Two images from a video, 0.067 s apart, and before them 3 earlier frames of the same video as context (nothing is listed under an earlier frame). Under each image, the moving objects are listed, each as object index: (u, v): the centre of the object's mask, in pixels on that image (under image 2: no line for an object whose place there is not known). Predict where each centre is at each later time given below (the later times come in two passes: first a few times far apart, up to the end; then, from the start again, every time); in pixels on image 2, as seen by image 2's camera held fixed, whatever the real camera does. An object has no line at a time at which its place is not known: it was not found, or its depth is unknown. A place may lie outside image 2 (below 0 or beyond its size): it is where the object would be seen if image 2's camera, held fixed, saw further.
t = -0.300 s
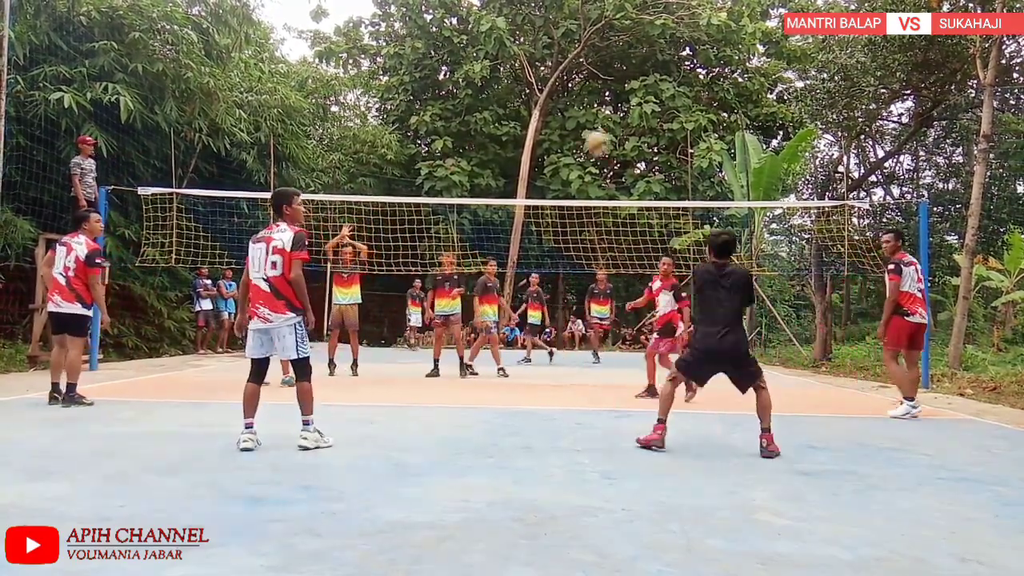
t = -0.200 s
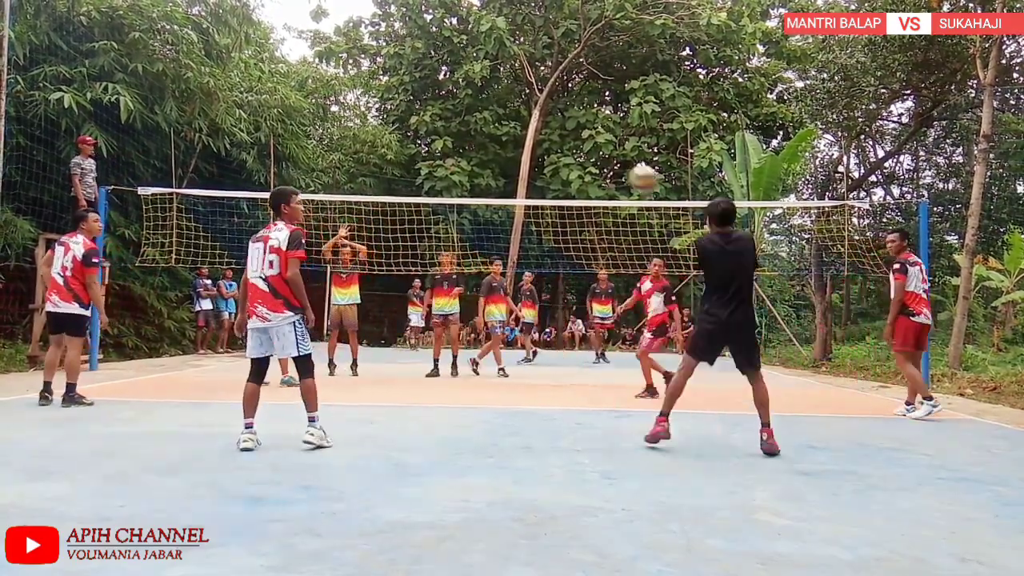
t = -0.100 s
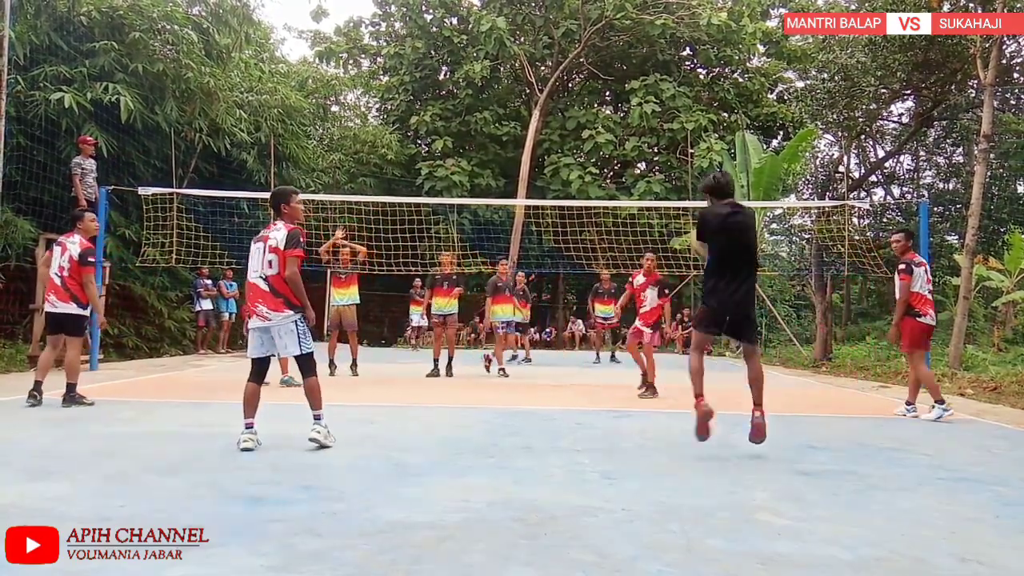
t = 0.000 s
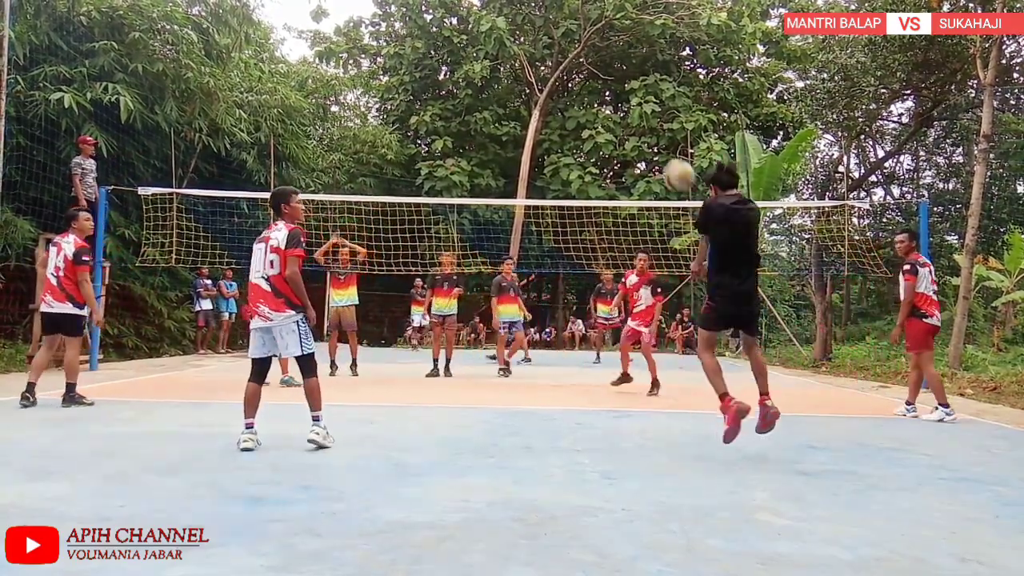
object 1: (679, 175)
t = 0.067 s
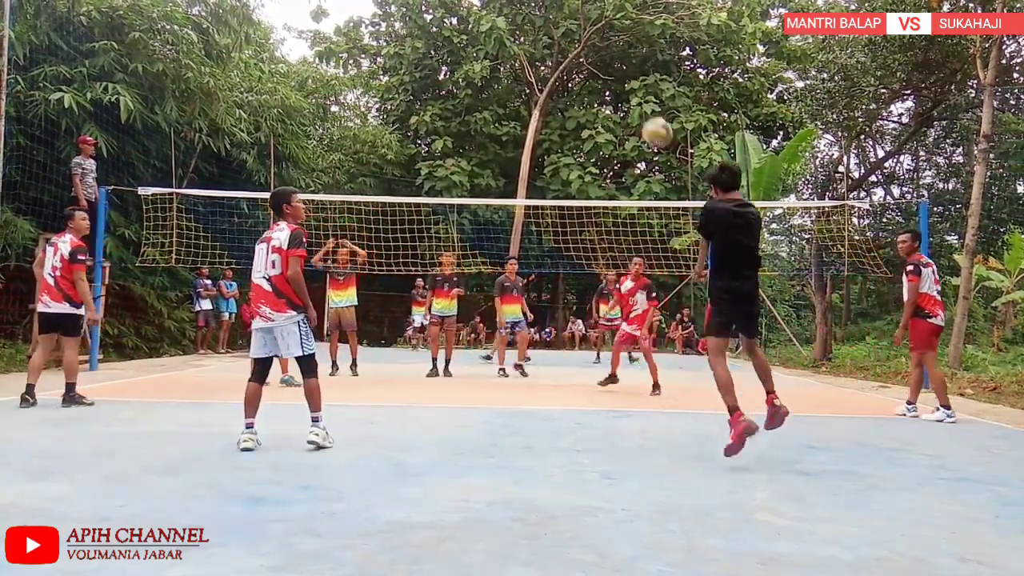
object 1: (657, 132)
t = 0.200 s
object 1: (619, 75)
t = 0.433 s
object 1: (568, 36)
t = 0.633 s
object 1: (535, 50)
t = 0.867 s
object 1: (503, 109)
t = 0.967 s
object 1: (491, 144)
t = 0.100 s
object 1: (647, 116)
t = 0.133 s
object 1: (637, 99)
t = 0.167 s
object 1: (627, 86)
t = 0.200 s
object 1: (619, 75)
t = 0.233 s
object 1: (611, 64)
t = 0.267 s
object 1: (603, 57)
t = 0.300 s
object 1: (596, 49)
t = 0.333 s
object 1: (588, 44)
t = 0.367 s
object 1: (582, 39)
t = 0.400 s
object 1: (575, 37)
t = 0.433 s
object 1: (568, 36)
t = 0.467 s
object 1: (563, 36)
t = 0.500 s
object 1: (557, 36)
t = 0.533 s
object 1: (551, 39)
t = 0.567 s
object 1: (545, 41)
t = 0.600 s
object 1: (540, 45)
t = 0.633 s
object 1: (535, 50)
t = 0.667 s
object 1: (530, 56)
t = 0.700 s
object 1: (525, 63)
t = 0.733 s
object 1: (521, 71)
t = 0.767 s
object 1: (516, 80)
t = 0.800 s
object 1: (511, 88)
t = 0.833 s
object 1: (507, 98)
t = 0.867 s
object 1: (503, 109)
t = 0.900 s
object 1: (500, 119)
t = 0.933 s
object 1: (496, 132)
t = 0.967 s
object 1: (491, 144)
